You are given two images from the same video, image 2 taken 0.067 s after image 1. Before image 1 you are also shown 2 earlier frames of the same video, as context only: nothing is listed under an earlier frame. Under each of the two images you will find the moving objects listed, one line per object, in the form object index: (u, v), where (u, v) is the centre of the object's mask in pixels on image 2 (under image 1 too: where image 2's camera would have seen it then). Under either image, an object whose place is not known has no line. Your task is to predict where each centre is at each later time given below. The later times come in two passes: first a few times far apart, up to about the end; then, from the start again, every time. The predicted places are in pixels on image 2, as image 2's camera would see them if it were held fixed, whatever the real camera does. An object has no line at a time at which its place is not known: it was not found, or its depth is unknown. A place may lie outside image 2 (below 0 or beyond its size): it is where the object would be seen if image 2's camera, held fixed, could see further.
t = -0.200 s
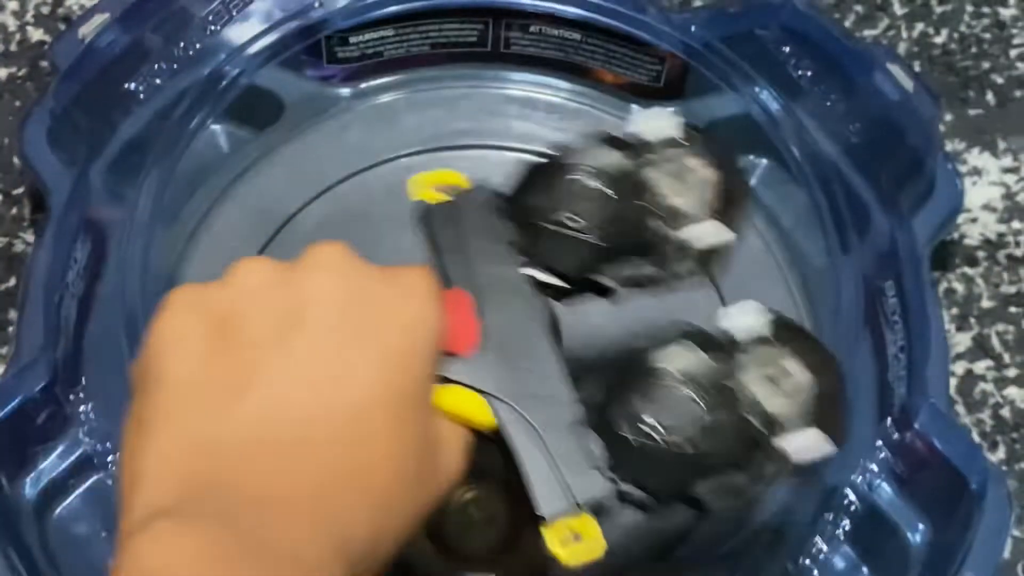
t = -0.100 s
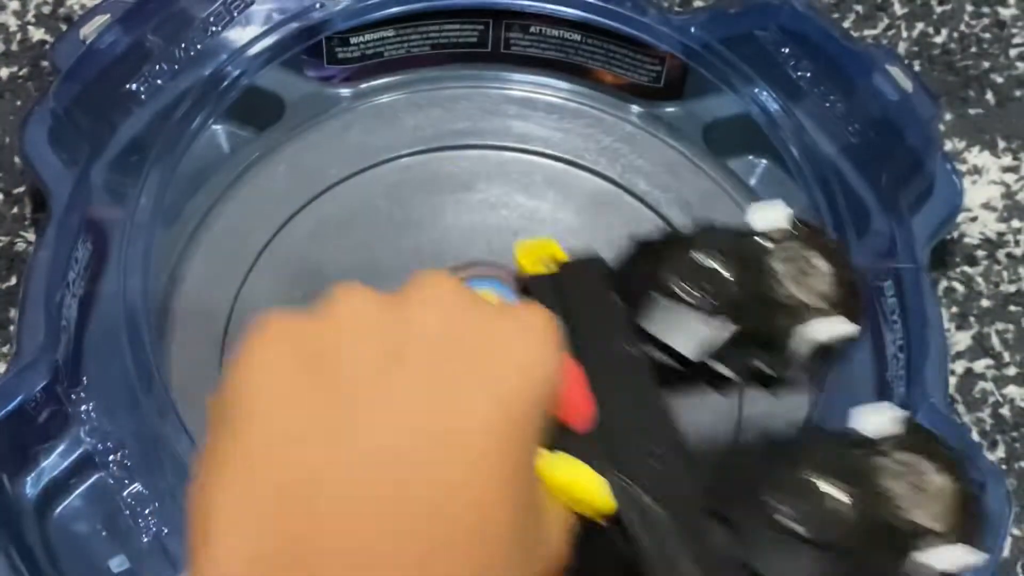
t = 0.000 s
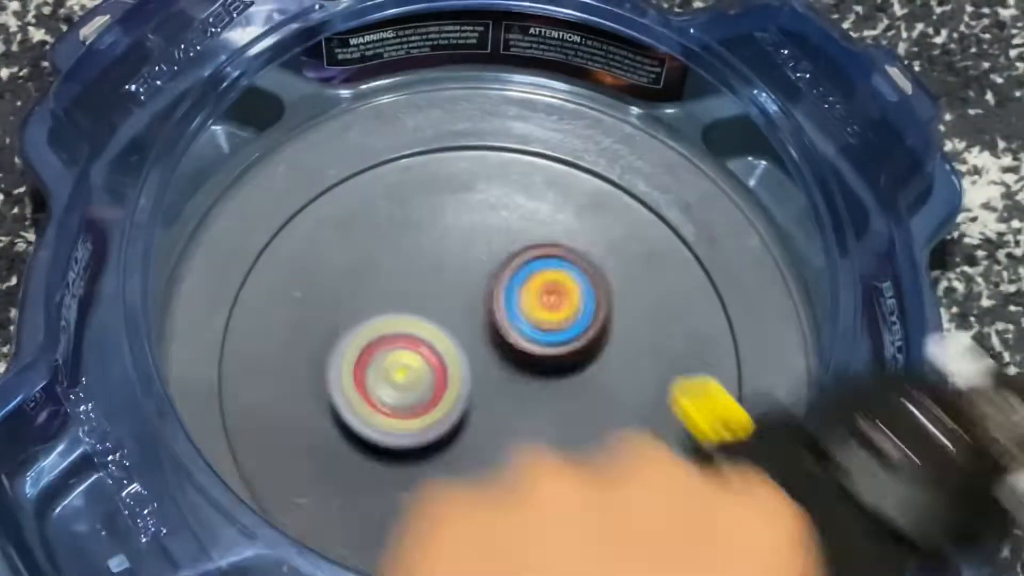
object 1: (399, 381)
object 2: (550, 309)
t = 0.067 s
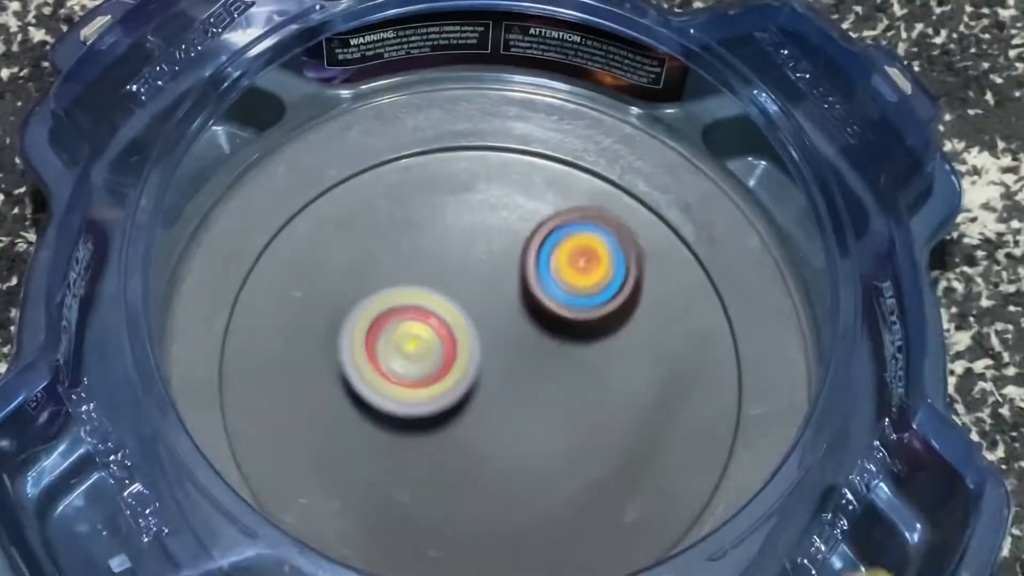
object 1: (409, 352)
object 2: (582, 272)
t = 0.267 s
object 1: (419, 275)
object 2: (568, 238)
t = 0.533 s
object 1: (286, 332)
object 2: (576, 319)
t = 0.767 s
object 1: (480, 462)
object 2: (621, 350)
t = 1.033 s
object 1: (568, 385)
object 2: (640, 229)
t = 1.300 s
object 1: (442, 431)
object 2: (457, 275)
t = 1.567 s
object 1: (556, 549)
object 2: (473, 366)
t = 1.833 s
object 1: (708, 446)
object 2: (451, 343)
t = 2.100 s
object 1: (541, 291)
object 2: (430, 380)
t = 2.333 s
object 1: (404, 303)
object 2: (468, 475)
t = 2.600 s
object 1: (371, 429)
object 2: (516, 416)
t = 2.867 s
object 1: (414, 499)
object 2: (576, 311)
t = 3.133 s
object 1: (506, 380)
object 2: (409, 294)
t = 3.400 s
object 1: (473, 270)
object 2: (342, 369)
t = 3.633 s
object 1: (393, 281)
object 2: (422, 419)
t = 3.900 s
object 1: (432, 305)
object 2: (510, 447)
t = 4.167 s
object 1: (474, 265)
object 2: (513, 405)
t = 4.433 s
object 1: (421, 183)
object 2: (517, 511)
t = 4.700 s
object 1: (397, 299)
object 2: (576, 463)
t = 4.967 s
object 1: (374, 258)
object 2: (680, 493)
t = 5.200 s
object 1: (364, 332)
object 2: (605, 404)
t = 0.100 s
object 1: (417, 337)
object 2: (589, 258)
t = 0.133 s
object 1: (422, 324)
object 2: (593, 248)
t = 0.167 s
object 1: (425, 310)
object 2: (592, 239)
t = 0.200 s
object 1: (425, 297)
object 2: (587, 236)
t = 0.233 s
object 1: (423, 285)
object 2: (578, 235)
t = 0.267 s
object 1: (419, 275)
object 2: (568, 238)
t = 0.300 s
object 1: (412, 268)
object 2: (555, 244)
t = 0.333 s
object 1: (405, 263)
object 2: (541, 251)
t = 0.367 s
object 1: (394, 261)
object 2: (529, 259)
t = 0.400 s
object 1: (362, 262)
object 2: (538, 271)
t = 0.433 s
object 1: (333, 270)
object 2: (549, 284)
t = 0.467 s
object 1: (311, 284)
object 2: (559, 296)
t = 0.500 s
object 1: (294, 305)
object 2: (568, 308)
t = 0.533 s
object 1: (286, 332)
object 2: (576, 319)
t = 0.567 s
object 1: (288, 361)
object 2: (585, 328)
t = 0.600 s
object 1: (300, 392)
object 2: (593, 336)
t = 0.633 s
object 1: (325, 421)
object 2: (601, 342)
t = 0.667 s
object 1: (359, 443)
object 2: (609, 347)
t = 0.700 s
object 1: (399, 457)
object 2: (616, 349)
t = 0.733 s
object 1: (439, 464)
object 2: (620, 350)
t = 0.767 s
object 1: (480, 462)
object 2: (621, 350)
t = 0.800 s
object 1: (520, 452)
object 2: (619, 349)
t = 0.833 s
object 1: (548, 438)
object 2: (621, 338)
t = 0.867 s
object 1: (560, 437)
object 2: (629, 321)
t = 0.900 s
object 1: (571, 428)
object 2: (635, 304)
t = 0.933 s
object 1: (580, 414)
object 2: (638, 288)
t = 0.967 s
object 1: (585, 397)
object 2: (636, 276)
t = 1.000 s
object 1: (587, 380)
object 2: (631, 265)
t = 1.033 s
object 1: (568, 385)
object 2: (640, 229)
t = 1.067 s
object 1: (547, 394)
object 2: (639, 201)
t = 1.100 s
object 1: (527, 400)
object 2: (623, 188)
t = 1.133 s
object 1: (507, 403)
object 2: (599, 184)
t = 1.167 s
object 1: (486, 406)
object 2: (571, 189)
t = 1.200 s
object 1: (469, 411)
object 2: (539, 201)
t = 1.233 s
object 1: (455, 416)
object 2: (510, 219)
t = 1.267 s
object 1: (446, 423)
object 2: (481, 245)
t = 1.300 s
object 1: (442, 431)
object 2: (457, 275)
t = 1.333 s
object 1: (444, 440)
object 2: (436, 307)
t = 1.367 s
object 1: (446, 462)
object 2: (423, 333)
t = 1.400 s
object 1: (457, 519)
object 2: (425, 326)
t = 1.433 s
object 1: (469, 546)
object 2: (431, 326)
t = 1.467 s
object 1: (492, 559)
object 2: (440, 332)
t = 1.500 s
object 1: (517, 561)
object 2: (449, 341)
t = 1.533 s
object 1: (536, 555)
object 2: (459, 352)
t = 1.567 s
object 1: (556, 549)
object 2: (473, 366)
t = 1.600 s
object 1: (574, 541)
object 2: (486, 379)
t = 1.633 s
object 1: (591, 532)
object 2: (499, 390)
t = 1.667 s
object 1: (607, 518)
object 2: (510, 401)
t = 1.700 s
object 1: (623, 500)
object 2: (518, 409)
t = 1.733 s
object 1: (650, 487)
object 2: (508, 400)
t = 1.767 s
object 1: (679, 481)
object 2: (488, 380)
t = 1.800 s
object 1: (700, 465)
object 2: (469, 361)
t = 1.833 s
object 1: (708, 446)
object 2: (451, 343)
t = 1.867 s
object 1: (710, 420)
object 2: (438, 329)
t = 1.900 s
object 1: (704, 391)
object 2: (428, 322)
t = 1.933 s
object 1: (691, 365)
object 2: (421, 322)
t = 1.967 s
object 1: (670, 342)
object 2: (417, 330)
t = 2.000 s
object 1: (642, 321)
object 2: (418, 341)
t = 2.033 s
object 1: (609, 307)
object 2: (420, 351)
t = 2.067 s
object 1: (574, 296)
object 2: (424, 365)
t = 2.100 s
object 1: (541, 291)
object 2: (430, 380)
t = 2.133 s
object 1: (511, 286)
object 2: (436, 398)
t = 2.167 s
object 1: (492, 277)
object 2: (432, 423)
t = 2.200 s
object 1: (471, 271)
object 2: (431, 441)
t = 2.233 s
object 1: (453, 272)
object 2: (435, 456)
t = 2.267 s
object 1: (434, 279)
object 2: (444, 466)
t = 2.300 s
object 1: (418, 290)
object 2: (455, 473)
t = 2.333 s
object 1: (404, 303)
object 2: (468, 475)
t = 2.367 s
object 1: (392, 318)
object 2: (482, 475)
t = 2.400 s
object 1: (382, 332)
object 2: (497, 470)
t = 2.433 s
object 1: (373, 349)
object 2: (509, 462)
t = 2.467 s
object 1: (365, 364)
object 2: (519, 453)
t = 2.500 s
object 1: (361, 381)
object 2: (524, 443)
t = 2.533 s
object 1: (360, 398)
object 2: (525, 434)
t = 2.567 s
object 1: (362, 414)
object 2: (522, 426)
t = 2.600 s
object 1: (371, 429)
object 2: (516, 416)
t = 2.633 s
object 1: (371, 441)
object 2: (519, 405)
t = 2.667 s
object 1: (359, 454)
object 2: (538, 391)
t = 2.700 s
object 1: (354, 463)
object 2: (552, 378)
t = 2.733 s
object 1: (359, 471)
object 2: (564, 365)
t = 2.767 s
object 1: (369, 480)
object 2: (572, 352)
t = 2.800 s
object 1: (381, 488)
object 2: (578, 339)
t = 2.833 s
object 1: (397, 494)
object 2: (580, 325)
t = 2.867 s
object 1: (414, 499)
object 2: (576, 311)
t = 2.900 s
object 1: (433, 499)
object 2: (566, 299)
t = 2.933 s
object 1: (456, 493)
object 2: (551, 289)
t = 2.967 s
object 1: (474, 481)
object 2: (531, 281)
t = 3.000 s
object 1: (488, 462)
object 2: (507, 275)
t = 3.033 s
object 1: (500, 443)
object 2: (482, 274)
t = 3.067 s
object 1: (507, 420)
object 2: (456, 277)
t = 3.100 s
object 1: (509, 398)
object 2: (433, 284)
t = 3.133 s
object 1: (506, 380)
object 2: (409, 294)
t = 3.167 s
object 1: (507, 369)
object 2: (386, 298)
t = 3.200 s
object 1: (505, 355)
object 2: (368, 303)
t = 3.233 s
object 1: (501, 338)
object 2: (358, 311)
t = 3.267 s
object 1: (493, 321)
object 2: (352, 321)
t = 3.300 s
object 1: (484, 304)
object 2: (349, 332)
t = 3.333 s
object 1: (485, 291)
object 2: (342, 345)
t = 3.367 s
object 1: (482, 279)
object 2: (340, 357)
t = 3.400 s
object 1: (473, 270)
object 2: (342, 369)
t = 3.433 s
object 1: (463, 263)
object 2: (348, 381)
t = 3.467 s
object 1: (452, 259)
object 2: (357, 390)
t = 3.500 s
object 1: (441, 258)
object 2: (367, 398)
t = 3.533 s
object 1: (424, 260)
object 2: (380, 404)
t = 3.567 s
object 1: (412, 265)
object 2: (395, 409)
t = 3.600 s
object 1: (401, 274)
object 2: (409, 411)
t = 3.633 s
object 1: (393, 281)
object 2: (422, 419)
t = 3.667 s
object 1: (388, 288)
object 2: (436, 427)
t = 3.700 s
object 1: (388, 300)
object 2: (447, 430)
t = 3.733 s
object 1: (394, 310)
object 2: (458, 435)
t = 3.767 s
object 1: (398, 309)
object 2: (473, 446)
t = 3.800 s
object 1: (404, 309)
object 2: (486, 452)
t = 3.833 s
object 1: (412, 308)
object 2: (496, 453)
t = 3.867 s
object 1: (421, 306)
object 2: (505, 451)
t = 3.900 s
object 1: (432, 305)
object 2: (510, 447)
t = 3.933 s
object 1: (442, 302)
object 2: (514, 443)
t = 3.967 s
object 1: (451, 299)
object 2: (516, 438)
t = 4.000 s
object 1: (460, 294)
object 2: (517, 433)
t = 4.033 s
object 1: (467, 287)
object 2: (517, 427)
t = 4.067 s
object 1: (473, 281)
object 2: (517, 422)
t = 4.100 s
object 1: (476, 274)
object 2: (516, 416)
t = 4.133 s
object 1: (476, 269)
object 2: (515, 411)
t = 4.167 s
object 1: (474, 265)
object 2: (513, 405)
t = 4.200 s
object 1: (471, 263)
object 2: (510, 400)
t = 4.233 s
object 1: (469, 262)
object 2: (507, 395)
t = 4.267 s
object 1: (466, 256)
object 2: (505, 396)
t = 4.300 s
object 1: (460, 229)
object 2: (506, 432)
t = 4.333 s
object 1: (452, 206)
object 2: (507, 463)
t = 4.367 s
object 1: (443, 194)
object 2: (507, 486)
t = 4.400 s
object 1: (432, 186)
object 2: (511, 503)
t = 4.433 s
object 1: (421, 183)
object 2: (517, 511)
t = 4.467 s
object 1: (410, 183)
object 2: (527, 514)
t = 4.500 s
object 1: (398, 187)
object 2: (538, 514)
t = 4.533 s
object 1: (389, 196)
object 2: (549, 511)
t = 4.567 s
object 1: (383, 211)
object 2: (558, 507)
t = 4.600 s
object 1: (380, 232)
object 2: (566, 499)
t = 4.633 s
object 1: (380, 255)
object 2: (572, 489)
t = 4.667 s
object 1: (385, 278)
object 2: (576, 475)
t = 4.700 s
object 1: (397, 299)
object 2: (576, 463)
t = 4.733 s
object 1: (413, 319)
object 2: (576, 450)
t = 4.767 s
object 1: (431, 337)
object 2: (573, 438)
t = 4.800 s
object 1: (448, 351)
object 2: (571, 428)
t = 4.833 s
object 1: (437, 332)
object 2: (599, 445)
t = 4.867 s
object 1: (414, 303)
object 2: (640, 473)
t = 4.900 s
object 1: (397, 280)
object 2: (669, 491)
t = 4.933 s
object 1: (384, 266)
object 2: (678, 491)
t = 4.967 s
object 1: (374, 258)
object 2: (680, 493)
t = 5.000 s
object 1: (365, 259)
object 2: (679, 487)
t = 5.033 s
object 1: (356, 263)
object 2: (676, 482)
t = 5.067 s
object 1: (347, 272)
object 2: (667, 469)
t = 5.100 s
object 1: (343, 285)
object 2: (655, 453)
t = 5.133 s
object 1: (344, 301)
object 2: (640, 437)
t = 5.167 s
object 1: (351, 318)
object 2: (623, 420)
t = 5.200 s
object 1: (364, 332)
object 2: (605, 404)
